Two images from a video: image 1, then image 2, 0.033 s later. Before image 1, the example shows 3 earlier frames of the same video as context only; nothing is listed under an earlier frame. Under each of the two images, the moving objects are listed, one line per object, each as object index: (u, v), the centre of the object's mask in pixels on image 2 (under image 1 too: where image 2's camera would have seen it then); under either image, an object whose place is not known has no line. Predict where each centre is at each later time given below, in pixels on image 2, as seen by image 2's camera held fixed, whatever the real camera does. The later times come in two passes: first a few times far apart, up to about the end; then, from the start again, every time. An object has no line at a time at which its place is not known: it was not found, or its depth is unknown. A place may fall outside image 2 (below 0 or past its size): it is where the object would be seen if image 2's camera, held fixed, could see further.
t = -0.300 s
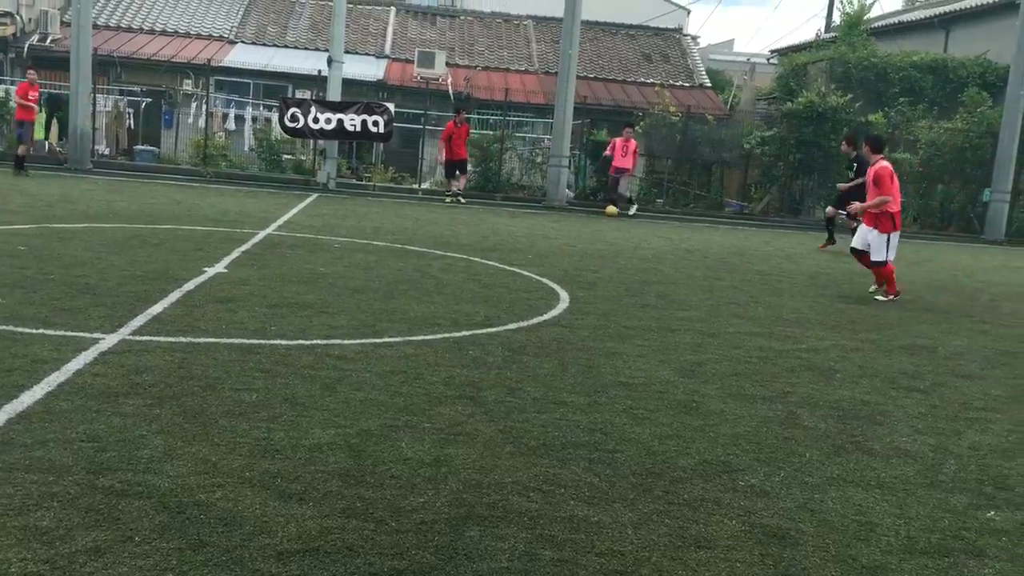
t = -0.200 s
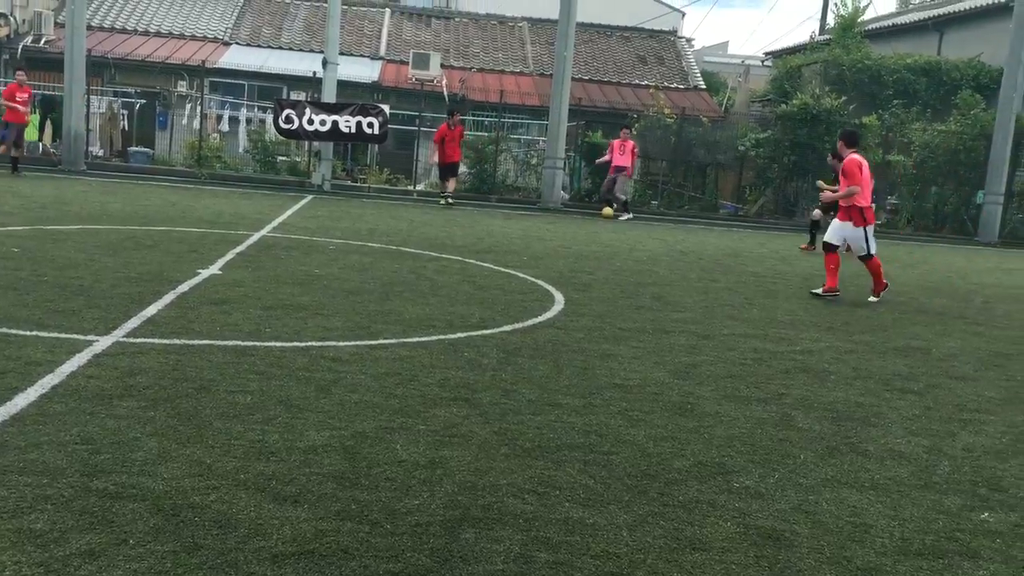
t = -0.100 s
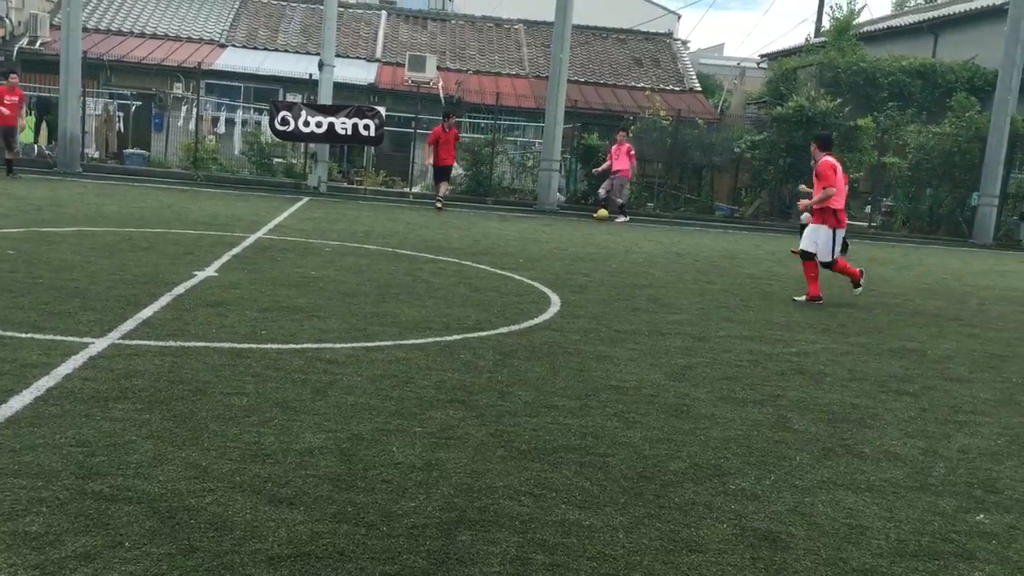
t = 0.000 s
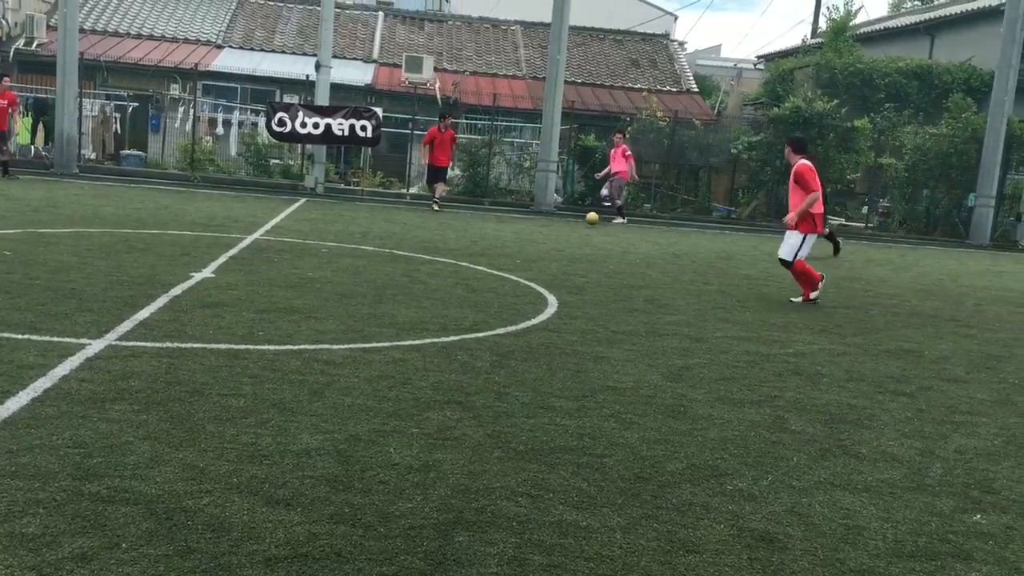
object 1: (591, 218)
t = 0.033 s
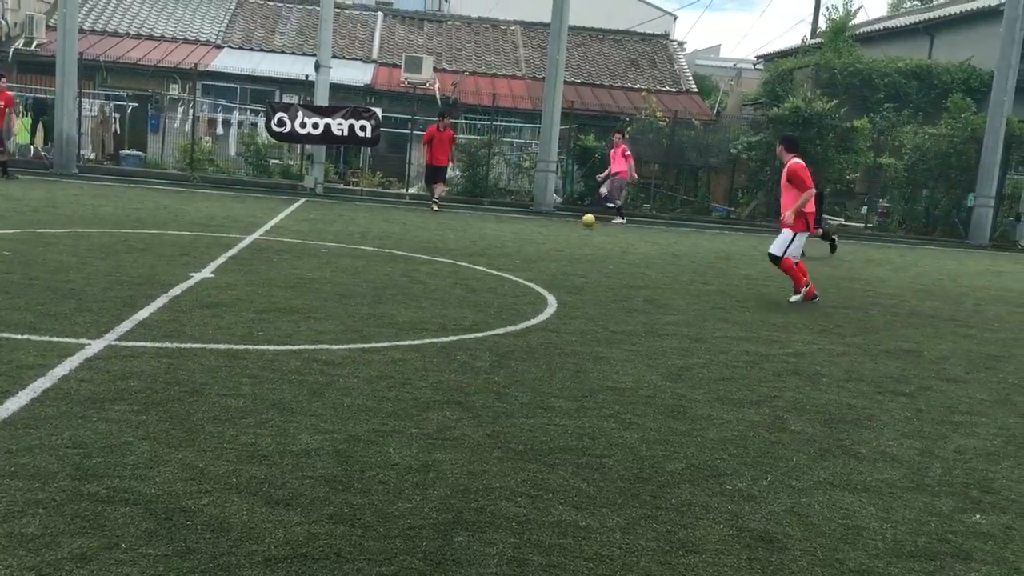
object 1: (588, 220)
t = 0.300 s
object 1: (564, 236)
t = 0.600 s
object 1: (538, 254)
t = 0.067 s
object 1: (585, 224)
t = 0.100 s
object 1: (582, 227)
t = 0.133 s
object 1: (579, 226)
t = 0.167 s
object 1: (576, 227)
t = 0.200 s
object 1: (573, 228)
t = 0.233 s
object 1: (571, 231)
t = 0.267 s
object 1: (567, 234)
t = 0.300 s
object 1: (564, 236)
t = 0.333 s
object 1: (561, 237)
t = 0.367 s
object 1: (558, 239)
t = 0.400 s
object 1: (556, 241)
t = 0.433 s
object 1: (552, 244)
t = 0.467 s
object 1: (550, 246)
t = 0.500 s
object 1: (547, 248)
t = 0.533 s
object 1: (544, 250)
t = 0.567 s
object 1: (541, 252)
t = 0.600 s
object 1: (538, 254)
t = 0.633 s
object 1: (535, 256)
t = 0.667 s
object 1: (532, 259)
